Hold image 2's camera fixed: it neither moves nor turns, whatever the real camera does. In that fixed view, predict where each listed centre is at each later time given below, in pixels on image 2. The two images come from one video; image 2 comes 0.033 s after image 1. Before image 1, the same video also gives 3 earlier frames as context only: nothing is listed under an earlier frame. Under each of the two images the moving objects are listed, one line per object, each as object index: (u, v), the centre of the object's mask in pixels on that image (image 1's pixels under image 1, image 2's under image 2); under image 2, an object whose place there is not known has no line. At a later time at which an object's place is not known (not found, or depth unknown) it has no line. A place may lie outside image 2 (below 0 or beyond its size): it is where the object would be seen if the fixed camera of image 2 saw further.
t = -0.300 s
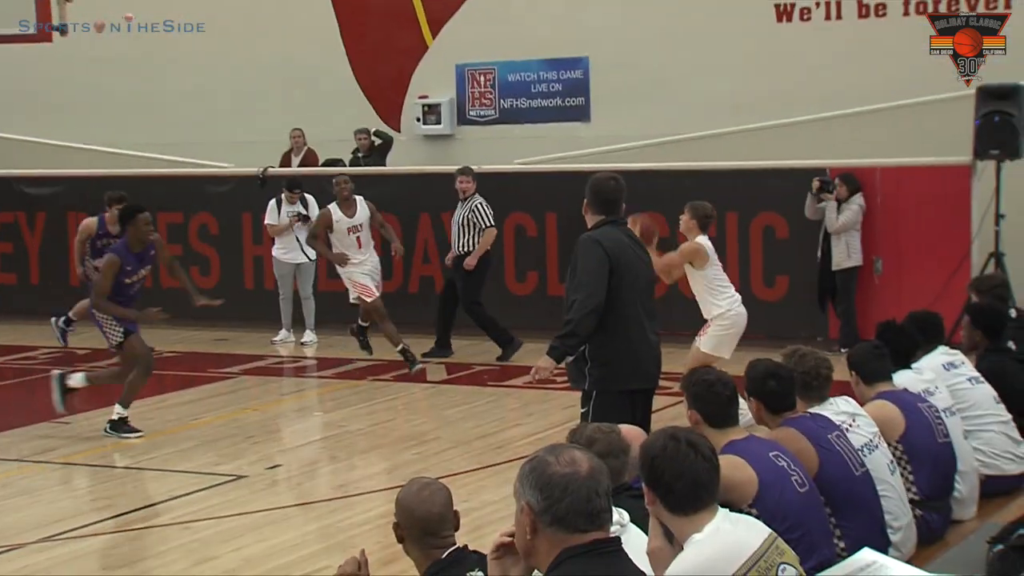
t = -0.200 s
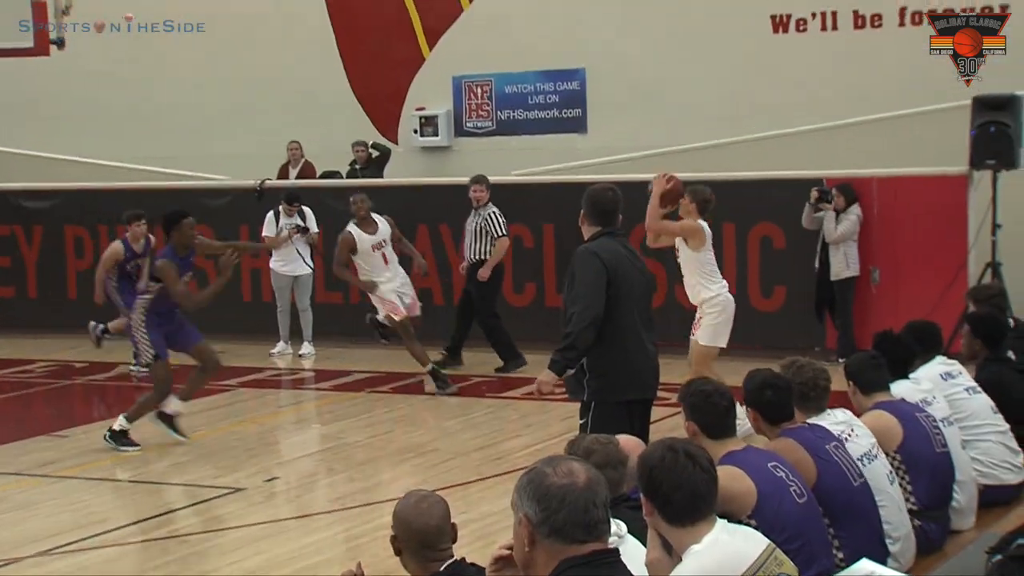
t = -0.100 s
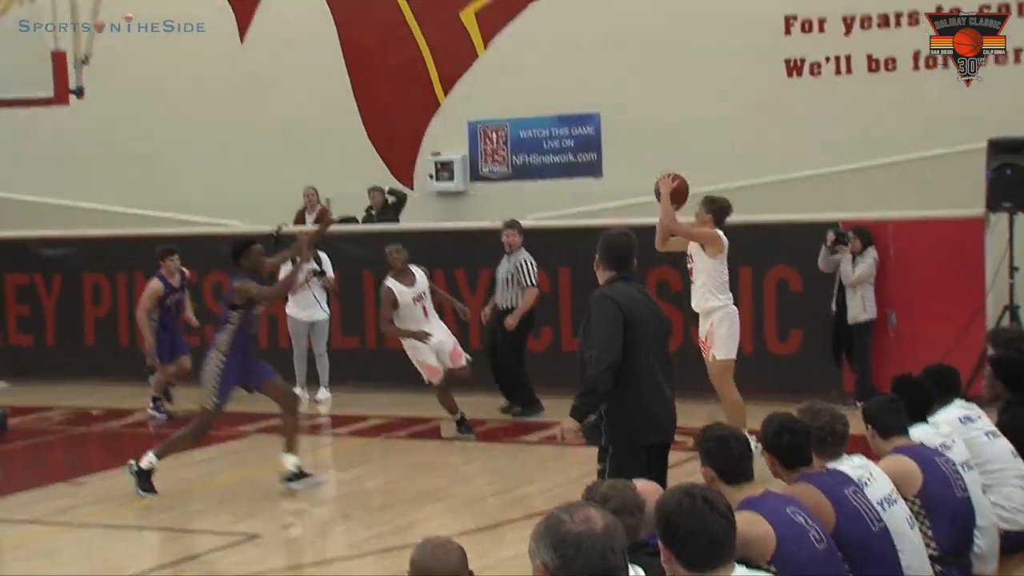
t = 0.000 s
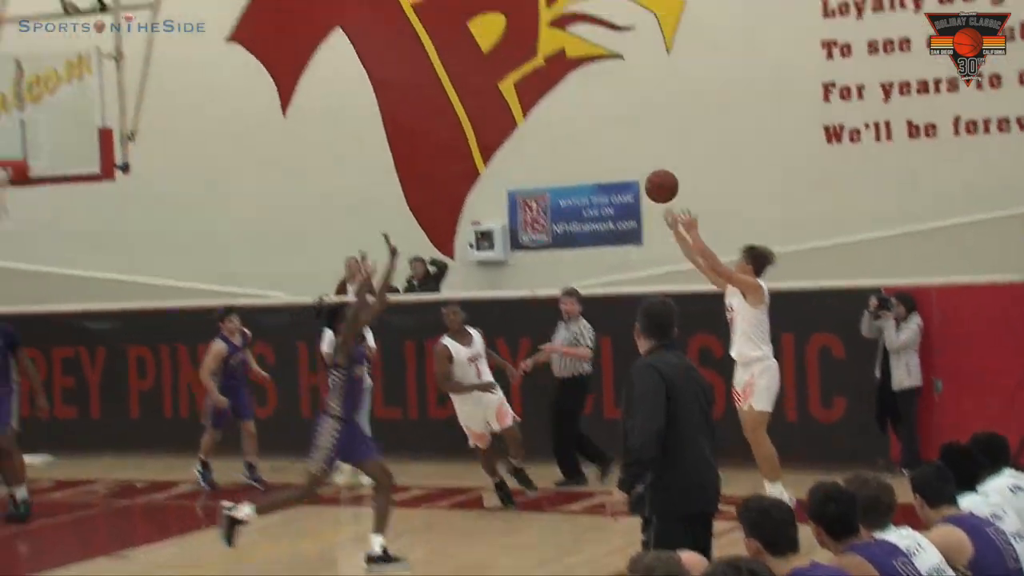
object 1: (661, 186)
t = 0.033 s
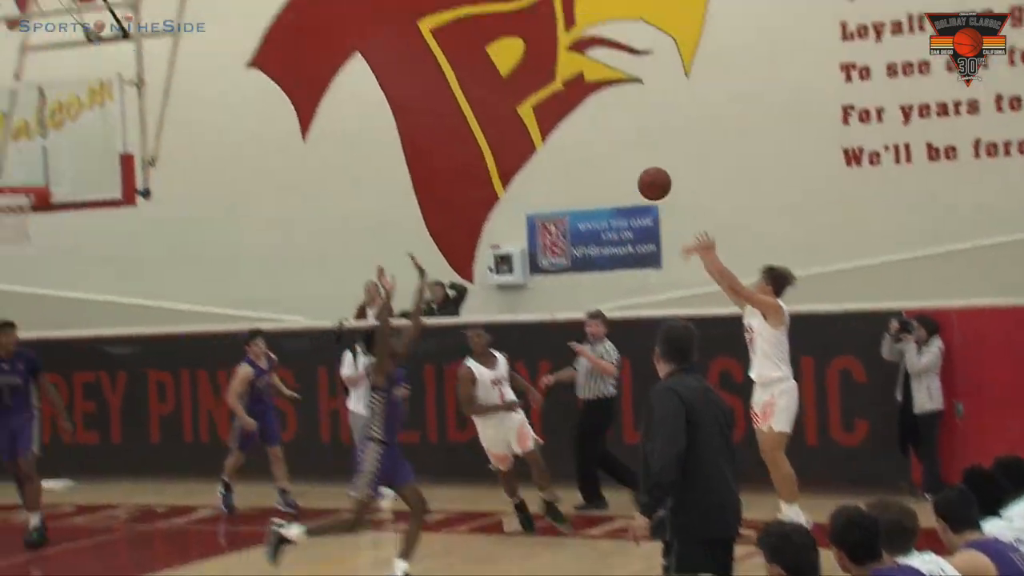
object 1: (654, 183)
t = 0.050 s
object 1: (641, 170)
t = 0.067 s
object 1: (628, 158)
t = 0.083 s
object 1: (616, 146)
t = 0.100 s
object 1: (603, 136)
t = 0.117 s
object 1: (590, 125)
